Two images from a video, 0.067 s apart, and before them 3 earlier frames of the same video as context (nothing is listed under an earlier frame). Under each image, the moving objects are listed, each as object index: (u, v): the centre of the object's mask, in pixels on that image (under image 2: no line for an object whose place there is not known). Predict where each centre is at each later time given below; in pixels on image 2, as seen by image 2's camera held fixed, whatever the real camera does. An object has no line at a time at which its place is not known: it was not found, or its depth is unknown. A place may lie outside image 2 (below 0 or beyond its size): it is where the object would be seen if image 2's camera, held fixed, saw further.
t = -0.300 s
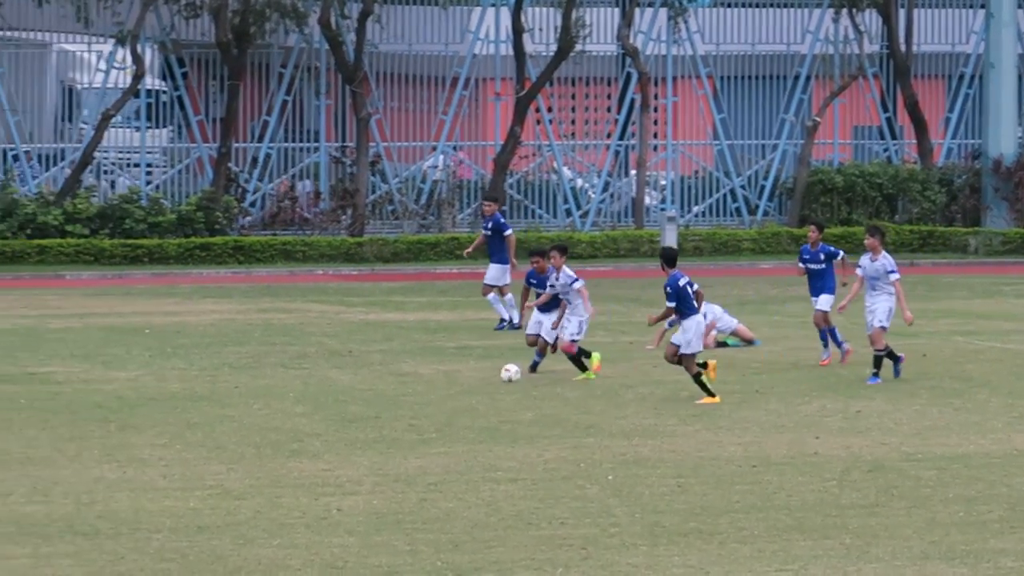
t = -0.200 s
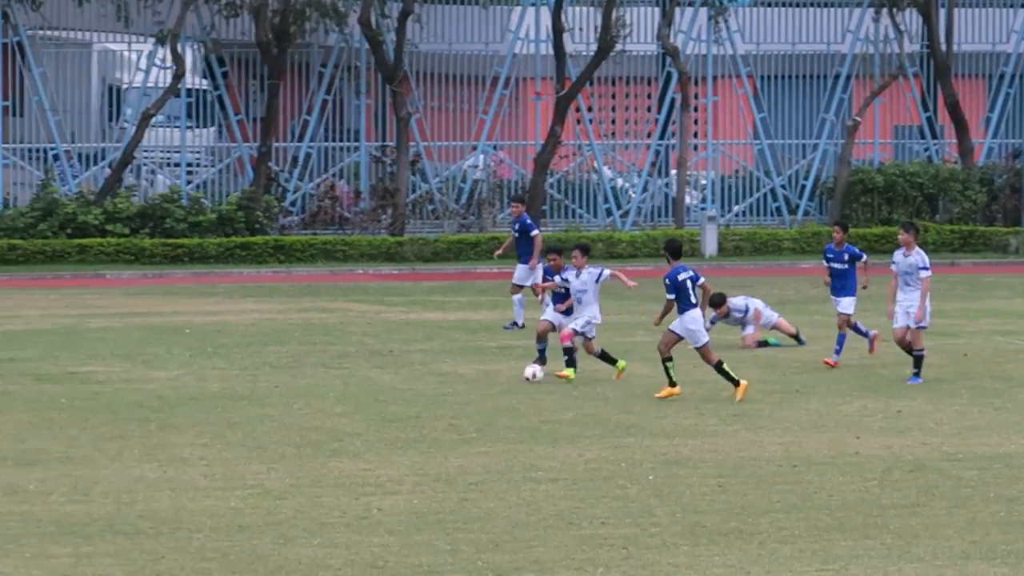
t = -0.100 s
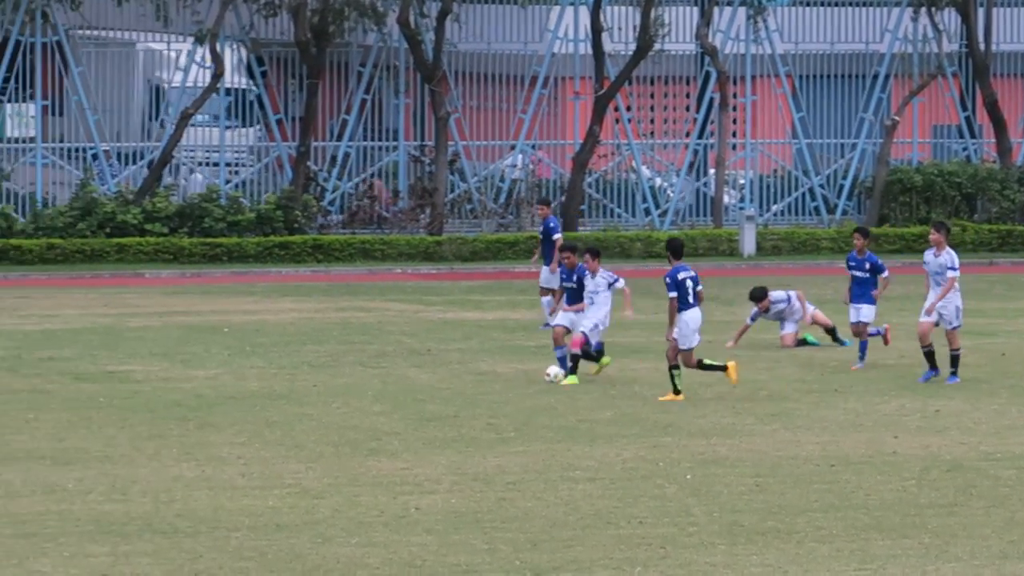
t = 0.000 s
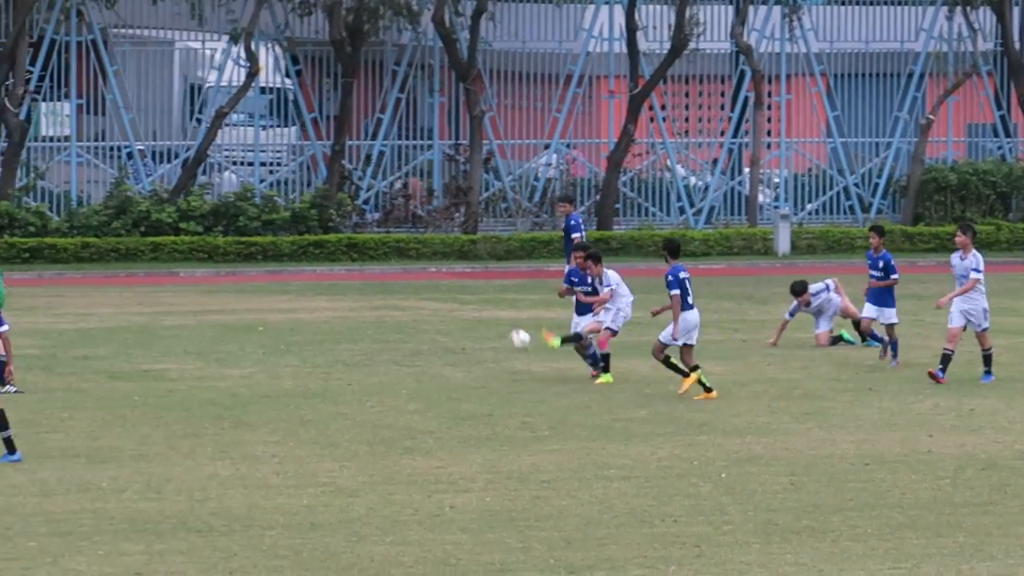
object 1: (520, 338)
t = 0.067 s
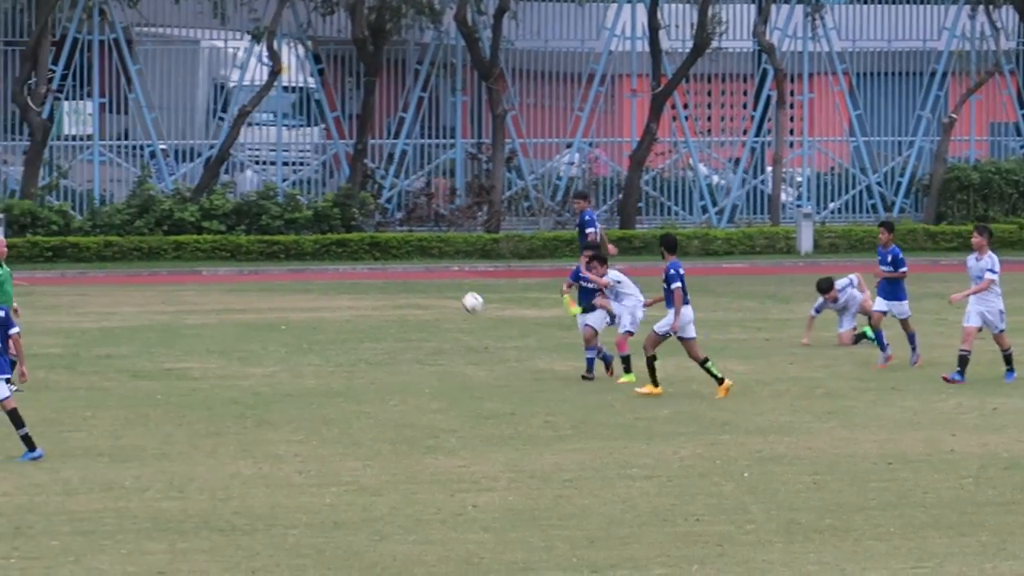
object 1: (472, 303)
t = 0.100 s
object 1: (445, 283)
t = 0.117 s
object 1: (429, 276)
